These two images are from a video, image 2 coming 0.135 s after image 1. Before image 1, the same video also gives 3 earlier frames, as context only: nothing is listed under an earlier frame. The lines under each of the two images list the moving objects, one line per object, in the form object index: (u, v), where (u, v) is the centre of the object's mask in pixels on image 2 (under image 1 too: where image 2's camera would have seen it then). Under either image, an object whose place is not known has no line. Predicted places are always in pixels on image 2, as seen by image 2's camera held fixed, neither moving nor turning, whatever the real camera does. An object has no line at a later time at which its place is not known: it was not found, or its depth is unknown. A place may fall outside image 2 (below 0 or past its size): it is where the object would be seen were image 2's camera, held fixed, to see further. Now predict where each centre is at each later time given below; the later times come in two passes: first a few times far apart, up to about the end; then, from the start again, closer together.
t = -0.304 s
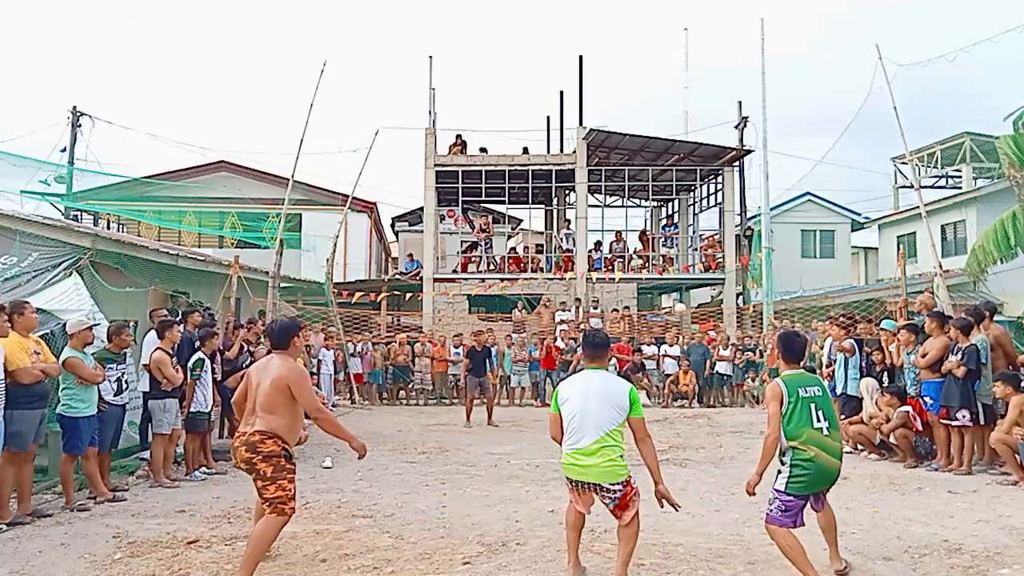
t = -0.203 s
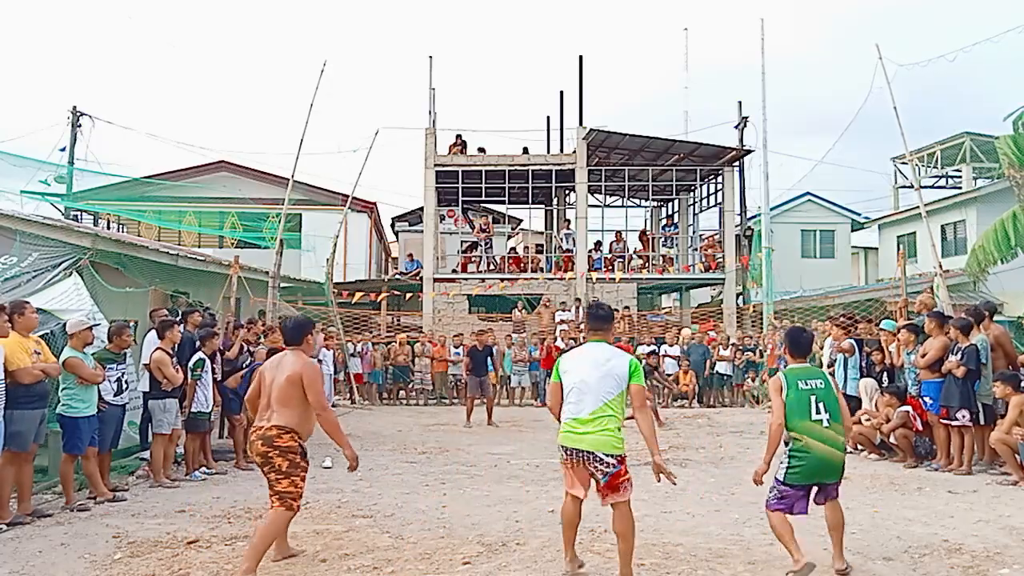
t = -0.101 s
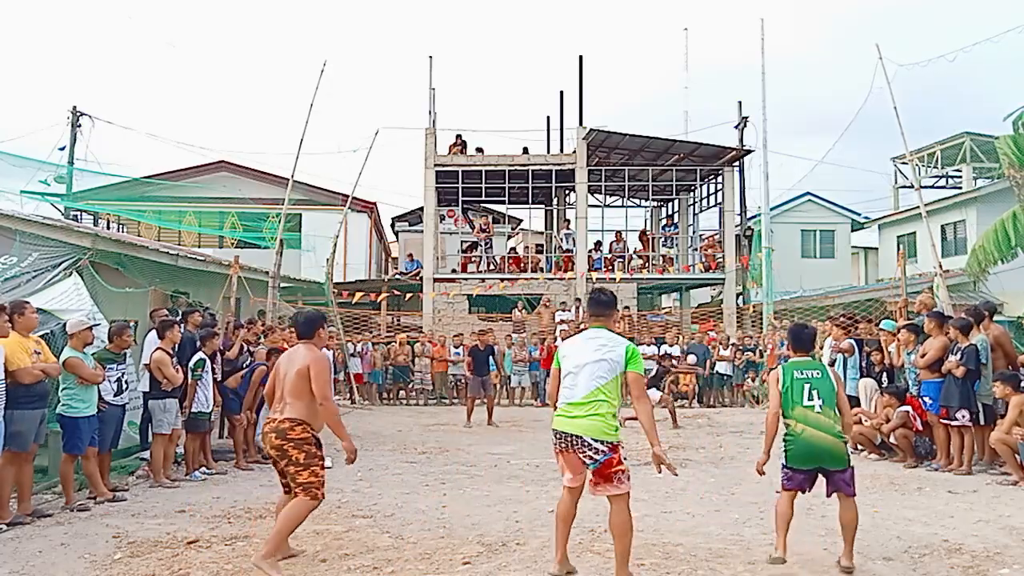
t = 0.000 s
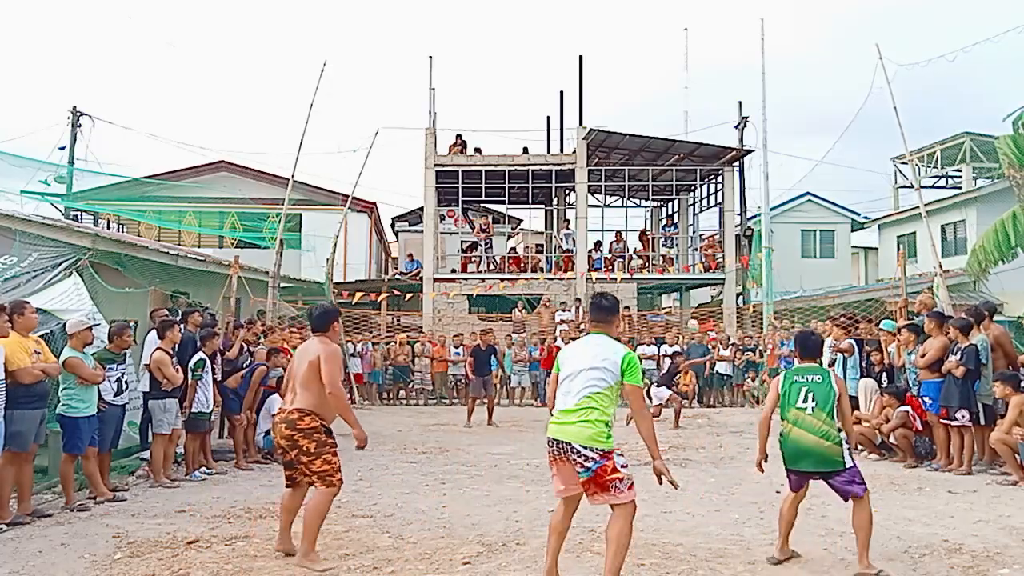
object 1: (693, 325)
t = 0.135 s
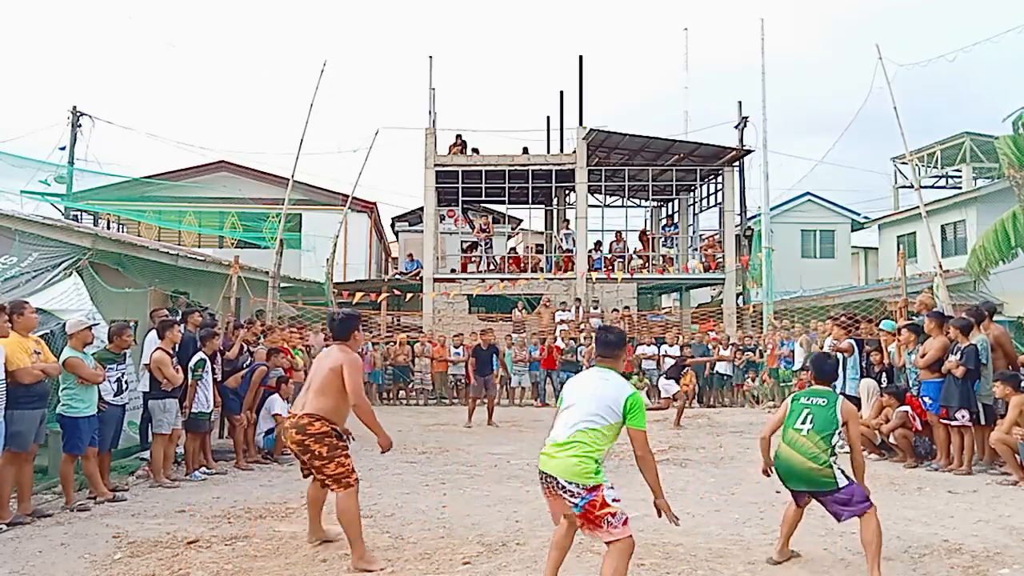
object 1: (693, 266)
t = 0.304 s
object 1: (692, 198)
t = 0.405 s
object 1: (693, 161)
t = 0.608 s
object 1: (695, 106)
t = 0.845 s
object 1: (697, 70)
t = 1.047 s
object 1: (698, 82)
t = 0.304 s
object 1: (692, 198)
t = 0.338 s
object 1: (692, 185)
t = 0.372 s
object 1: (693, 173)
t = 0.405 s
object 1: (693, 161)
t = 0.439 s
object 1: (693, 152)
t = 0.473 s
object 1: (694, 142)
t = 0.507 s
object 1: (695, 132)
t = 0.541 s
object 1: (694, 122)
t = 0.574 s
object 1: (695, 114)
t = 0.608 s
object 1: (695, 106)
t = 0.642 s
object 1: (695, 99)
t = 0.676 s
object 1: (695, 92)
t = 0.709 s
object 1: (696, 86)
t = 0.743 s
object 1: (696, 81)
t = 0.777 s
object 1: (696, 76)
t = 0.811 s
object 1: (697, 73)
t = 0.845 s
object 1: (697, 70)
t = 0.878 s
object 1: (697, 70)
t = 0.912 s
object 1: (697, 70)
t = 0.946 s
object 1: (698, 71)
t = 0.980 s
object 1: (698, 73)
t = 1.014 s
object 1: (698, 77)
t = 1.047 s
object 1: (698, 82)
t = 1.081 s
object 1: (699, 90)
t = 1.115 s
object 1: (699, 100)
